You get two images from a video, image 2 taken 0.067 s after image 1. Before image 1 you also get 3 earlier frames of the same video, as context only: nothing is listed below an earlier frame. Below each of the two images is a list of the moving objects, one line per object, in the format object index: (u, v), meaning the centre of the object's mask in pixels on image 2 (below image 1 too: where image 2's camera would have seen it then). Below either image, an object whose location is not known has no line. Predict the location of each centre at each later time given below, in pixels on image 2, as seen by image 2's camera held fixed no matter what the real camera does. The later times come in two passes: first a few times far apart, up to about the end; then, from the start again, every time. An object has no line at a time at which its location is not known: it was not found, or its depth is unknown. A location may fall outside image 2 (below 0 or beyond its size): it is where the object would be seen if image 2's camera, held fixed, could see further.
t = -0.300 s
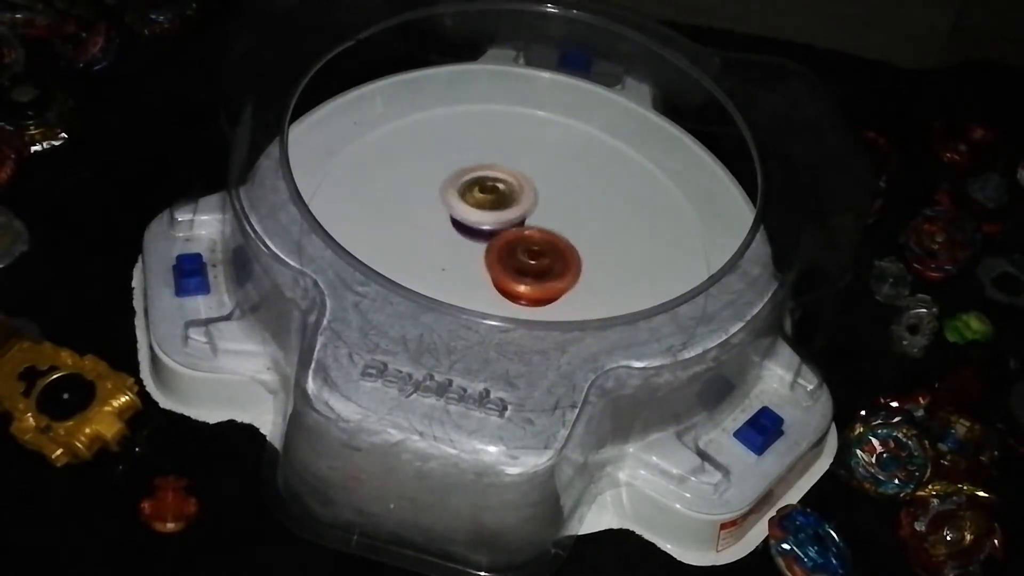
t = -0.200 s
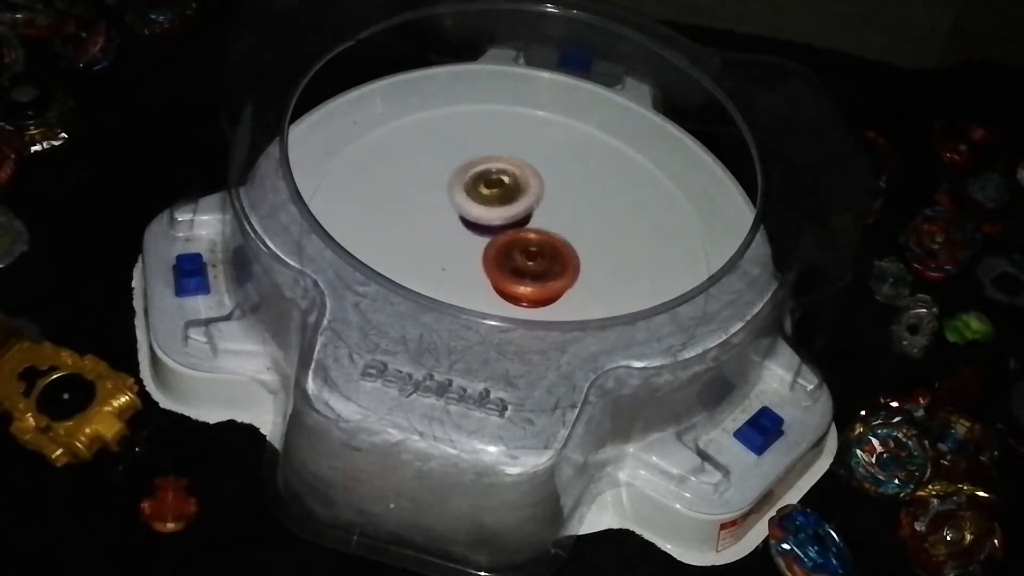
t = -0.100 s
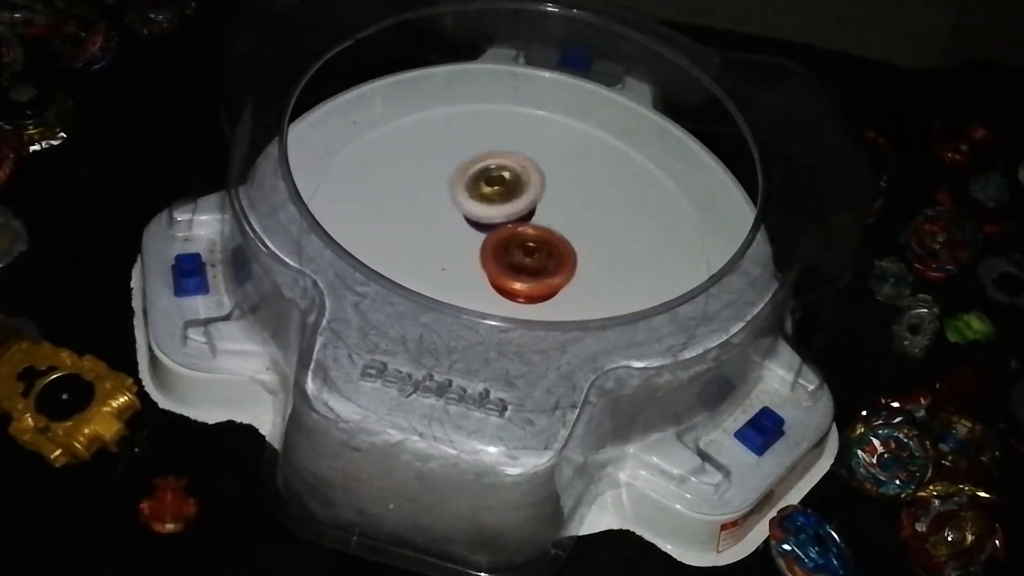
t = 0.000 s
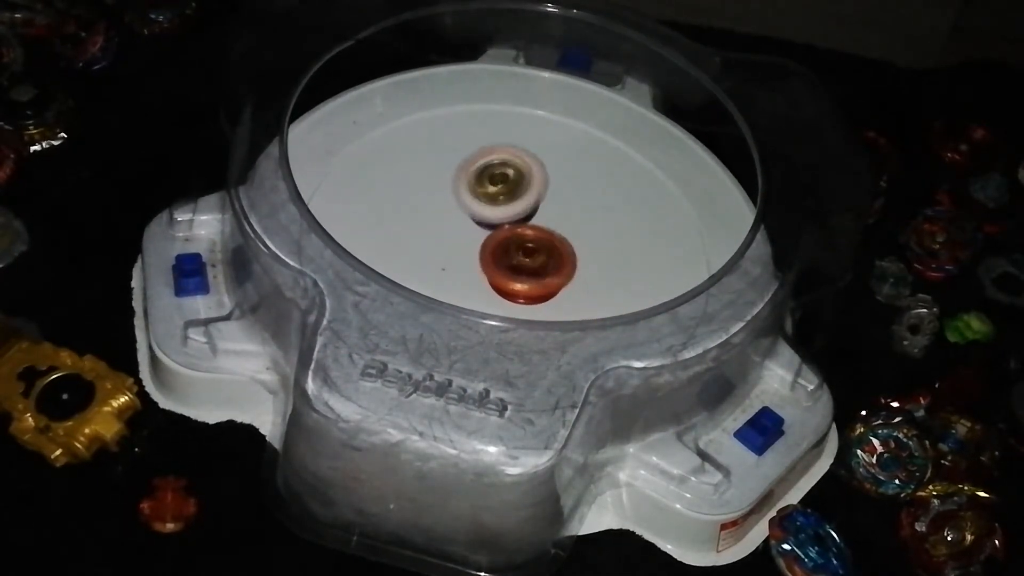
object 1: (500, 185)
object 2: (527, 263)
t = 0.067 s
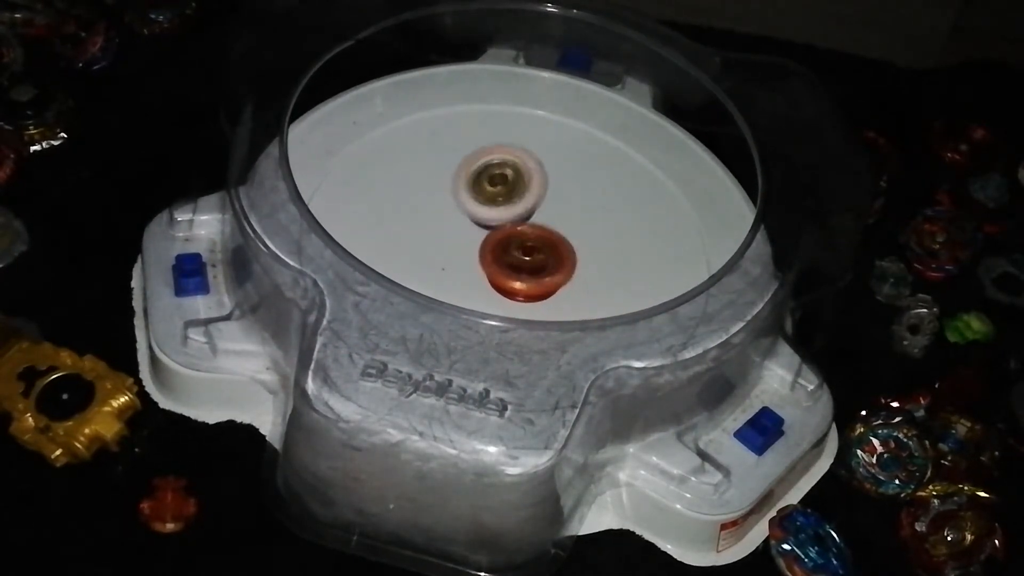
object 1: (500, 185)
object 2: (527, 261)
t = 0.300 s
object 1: (490, 171)
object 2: (534, 288)
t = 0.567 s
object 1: (488, 204)
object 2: (508, 282)
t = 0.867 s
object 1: (497, 206)
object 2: (501, 278)
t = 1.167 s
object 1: (520, 187)
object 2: (497, 277)
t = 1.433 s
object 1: (523, 196)
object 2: (496, 285)
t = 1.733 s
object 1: (546, 199)
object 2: (490, 280)
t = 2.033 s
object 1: (557, 211)
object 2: (493, 274)
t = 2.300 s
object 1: (582, 210)
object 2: (489, 279)
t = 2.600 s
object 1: (588, 230)
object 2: (501, 272)
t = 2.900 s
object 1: (593, 245)
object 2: (499, 256)
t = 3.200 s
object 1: (617, 235)
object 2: (471, 256)
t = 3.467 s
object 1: (596, 258)
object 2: (485, 243)
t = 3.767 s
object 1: (559, 288)
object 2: (483, 222)
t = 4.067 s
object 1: (546, 290)
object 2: (504, 230)
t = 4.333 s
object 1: (508, 311)
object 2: (504, 234)
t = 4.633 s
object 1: (436, 265)
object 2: (515, 229)
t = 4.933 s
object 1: (432, 188)
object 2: (541, 250)
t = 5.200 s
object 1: (475, 173)
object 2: (522, 260)
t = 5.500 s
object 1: (569, 200)
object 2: (483, 263)
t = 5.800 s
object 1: (598, 263)
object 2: (502, 253)
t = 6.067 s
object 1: (575, 295)
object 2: (502, 250)
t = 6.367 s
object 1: (559, 294)
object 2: (506, 242)
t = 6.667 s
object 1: (557, 292)
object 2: (519, 233)
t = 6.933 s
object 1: (539, 288)
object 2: (519, 224)
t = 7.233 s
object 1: (497, 278)
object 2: (512, 213)
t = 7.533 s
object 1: (482, 273)
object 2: (535, 212)
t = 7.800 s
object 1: (481, 266)
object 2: (546, 229)
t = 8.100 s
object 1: (485, 266)
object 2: (545, 228)
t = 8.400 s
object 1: (486, 265)
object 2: (547, 229)
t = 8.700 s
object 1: (485, 265)
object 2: (547, 229)
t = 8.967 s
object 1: (485, 265)
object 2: (547, 229)
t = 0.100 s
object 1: (499, 183)
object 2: (527, 264)
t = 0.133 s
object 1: (496, 175)
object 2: (530, 274)
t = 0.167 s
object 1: (492, 172)
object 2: (532, 280)
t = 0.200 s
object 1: (490, 170)
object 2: (534, 283)
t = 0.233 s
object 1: (489, 169)
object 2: (535, 286)
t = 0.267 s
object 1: (489, 170)
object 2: (535, 287)
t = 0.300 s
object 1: (490, 171)
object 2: (534, 288)
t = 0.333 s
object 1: (492, 174)
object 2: (530, 289)
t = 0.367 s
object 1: (492, 176)
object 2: (527, 289)
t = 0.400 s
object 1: (490, 179)
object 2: (524, 289)
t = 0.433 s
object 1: (490, 182)
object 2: (521, 288)
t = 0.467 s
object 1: (488, 187)
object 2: (518, 287)
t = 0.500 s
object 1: (488, 193)
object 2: (515, 286)
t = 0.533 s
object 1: (488, 199)
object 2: (512, 284)
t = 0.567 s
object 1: (488, 204)
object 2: (508, 282)
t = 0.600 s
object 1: (486, 203)
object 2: (507, 285)
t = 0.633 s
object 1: (486, 199)
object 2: (507, 287)
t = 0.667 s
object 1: (485, 198)
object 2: (506, 288)
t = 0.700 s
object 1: (484, 198)
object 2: (507, 287)
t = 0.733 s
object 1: (486, 198)
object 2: (507, 286)
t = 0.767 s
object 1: (487, 200)
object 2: (505, 285)
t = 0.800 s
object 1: (490, 202)
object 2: (504, 282)
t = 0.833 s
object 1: (495, 204)
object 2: (502, 280)
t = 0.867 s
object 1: (497, 206)
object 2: (501, 278)
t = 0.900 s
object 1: (503, 202)
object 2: (499, 280)
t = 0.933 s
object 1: (506, 200)
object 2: (498, 281)
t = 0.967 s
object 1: (510, 200)
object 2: (499, 280)
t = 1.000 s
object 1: (514, 200)
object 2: (499, 278)
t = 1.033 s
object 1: (516, 200)
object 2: (499, 276)
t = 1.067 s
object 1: (518, 199)
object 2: (499, 274)
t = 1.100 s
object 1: (519, 199)
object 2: (499, 271)
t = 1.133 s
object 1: (519, 197)
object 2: (498, 271)
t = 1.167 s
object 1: (520, 187)
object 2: (497, 277)
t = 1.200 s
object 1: (522, 182)
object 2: (496, 281)
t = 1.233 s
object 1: (523, 179)
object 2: (496, 283)
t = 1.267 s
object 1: (523, 179)
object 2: (497, 285)
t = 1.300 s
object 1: (523, 180)
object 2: (497, 285)
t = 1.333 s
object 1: (523, 183)
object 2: (497, 285)
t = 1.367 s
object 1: (523, 186)
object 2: (497, 285)
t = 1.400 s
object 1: (523, 190)
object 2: (496, 285)
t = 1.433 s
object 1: (523, 196)
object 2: (496, 285)
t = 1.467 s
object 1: (525, 200)
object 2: (495, 284)
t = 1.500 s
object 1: (527, 205)
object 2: (495, 283)
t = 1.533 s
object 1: (531, 207)
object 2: (495, 281)
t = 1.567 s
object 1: (535, 209)
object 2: (495, 280)
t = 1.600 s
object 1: (537, 209)
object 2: (496, 277)
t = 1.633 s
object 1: (539, 208)
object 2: (497, 275)
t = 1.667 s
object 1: (540, 207)
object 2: (497, 274)
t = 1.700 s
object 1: (543, 203)
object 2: (493, 278)
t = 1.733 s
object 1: (546, 199)
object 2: (490, 280)
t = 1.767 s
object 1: (549, 193)
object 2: (490, 281)
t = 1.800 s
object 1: (548, 193)
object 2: (491, 282)
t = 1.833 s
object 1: (548, 193)
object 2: (491, 282)
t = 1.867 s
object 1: (549, 195)
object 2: (491, 281)
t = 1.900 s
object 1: (549, 198)
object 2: (491, 281)
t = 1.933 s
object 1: (552, 201)
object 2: (492, 280)
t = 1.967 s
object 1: (552, 204)
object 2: (492, 278)
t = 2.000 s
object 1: (555, 209)
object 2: (492, 276)
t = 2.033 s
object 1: (557, 211)
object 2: (493, 274)
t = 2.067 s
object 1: (558, 214)
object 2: (494, 273)
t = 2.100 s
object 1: (560, 217)
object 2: (496, 270)
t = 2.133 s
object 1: (561, 220)
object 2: (498, 267)
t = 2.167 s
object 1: (562, 221)
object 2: (499, 266)
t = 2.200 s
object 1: (568, 214)
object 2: (494, 272)
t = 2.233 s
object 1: (574, 210)
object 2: (490, 276)
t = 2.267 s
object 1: (580, 209)
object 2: (488, 278)
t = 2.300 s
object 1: (582, 210)
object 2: (489, 279)
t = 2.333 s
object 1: (583, 212)
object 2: (491, 279)
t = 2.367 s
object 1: (584, 213)
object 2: (492, 279)
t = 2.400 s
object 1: (586, 215)
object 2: (493, 279)
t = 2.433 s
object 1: (586, 216)
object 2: (494, 278)
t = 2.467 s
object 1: (587, 218)
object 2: (495, 277)
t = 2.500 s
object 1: (587, 221)
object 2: (496, 276)
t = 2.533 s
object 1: (589, 224)
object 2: (498, 275)
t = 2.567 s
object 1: (588, 227)
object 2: (499, 274)
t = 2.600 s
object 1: (588, 230)
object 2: (501, 272)
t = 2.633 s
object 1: (588, 234)
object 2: (503, 270)
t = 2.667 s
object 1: (588, 238)
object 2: (505, 269)
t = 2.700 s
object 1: (590, 240)
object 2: (502, 267)
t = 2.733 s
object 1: (594, 243)
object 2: (497, 265)
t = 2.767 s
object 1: (595, 246)
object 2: (494, 263)
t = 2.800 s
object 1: (596, 247)
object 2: (494, 261)
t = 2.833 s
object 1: (595, 247)
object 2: (495, 259)
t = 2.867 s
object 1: (595, 246)
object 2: (497, 258)
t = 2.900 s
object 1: (593, 245)
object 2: (499, 256)
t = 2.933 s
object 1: (593, 244)
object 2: (499, 255)
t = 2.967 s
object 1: (594, 241)
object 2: (498, 254)
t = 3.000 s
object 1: (605, 235)
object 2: (487, 256)
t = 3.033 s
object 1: (613, 233)
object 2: (479, 258)
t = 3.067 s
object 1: (620, 231)
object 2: (475, 258)
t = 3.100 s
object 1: (620, 232)
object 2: (473, 259)
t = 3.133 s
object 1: (618, 232)
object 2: (472, 258)
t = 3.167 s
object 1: (617, 233)
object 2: (471, 258)
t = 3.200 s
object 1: (617, 235)
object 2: (471, 256)
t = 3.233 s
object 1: (616, 236)
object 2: (471, 254)
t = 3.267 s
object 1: (615, 238)
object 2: (472, 252)
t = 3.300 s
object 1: (615, 241)
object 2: (473, 251)
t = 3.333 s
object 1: (612, 242)
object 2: (474, 249)
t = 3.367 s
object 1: (610, 246)
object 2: (476, 247)
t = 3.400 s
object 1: (607, 251)
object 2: (478, 246)
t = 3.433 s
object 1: (601, 255)
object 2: (481, 244)
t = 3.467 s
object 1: (596, 258)
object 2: (485, 243)
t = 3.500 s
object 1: (589, 264)
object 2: (488, 242)
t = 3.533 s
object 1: (580, 268)
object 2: (491, 241)
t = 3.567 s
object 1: (578, 274)
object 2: (487, 235)
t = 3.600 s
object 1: (578, 280)
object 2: (481, 230)
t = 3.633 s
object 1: (573, 284)
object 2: (479, 227)
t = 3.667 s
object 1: (569, 285)
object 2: (479, 225)
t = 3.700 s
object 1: (564, 288)
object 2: (480, 224)
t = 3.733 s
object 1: (562, 288)
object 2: (481, 223)
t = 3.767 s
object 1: (559, 288)
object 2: (483, 222)
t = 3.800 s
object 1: (557, 289)
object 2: (486, 221)
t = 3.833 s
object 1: (556, 290)
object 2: (488, 222)
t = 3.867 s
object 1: (556, 289)
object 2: (491, 222)
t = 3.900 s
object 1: (554, 290)
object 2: (494, 223)
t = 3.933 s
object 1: (552, 290)
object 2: (497, 224)
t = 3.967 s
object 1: (552, 290)
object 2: (499, 226)
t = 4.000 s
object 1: (549, 290)
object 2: (501, 227)
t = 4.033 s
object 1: (548, 291)
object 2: (503, 229)
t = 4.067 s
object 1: (546, 290)
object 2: (504, 230)
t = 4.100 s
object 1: (542, 291)
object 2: (506, 232)
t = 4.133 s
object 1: (540, 290)
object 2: (506, 233)
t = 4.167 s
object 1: (538, 302)
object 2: (505, 234)
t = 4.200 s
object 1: (534, 305)
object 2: (505, 234)
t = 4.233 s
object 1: (528, 305)
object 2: (504, 235)
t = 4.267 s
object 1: (524, 305)
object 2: (503, 236)
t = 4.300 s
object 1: (516, 305)
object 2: (501, 236)
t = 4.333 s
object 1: (508, 311)
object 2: (504, 234)
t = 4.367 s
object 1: (497, 310)
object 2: (505, 231)
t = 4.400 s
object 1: (485, 309)
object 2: (507, 230)
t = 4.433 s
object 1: (477, 305)
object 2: (507, 229)
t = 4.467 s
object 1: (466, 303)
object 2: (508, 228)
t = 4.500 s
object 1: (458, 296)
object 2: (508, 227)
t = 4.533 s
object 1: (453, 292)
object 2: (510, 227)
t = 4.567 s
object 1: (444, 287)
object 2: (512, 228)
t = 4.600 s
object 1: (440, 278)
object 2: (514, 228)
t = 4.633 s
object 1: (436, 265)
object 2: (515, 229)
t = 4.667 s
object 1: (434, 261)
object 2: (516, 230)
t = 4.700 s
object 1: (430, 254)
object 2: (517, 231)
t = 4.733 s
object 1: (429, 243)
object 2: (518, 233)
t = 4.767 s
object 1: (428, 236)
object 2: (520, 236)
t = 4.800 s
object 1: (424, 222)
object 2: (529, 239)
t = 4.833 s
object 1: (423, 213)
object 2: (536, 242)
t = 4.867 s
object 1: (425, 203)
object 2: (540, 245)
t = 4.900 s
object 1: (426, 196)
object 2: (541, 248)
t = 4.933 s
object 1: (432, 188)
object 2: (541, 250)
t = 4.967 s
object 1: (436, 184)
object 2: (542, 252)
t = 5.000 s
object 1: (442, 179)
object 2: (542, 255)
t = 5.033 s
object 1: (445, 176)
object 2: (540, 257)
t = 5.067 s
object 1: (451, 174)
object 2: (537, 259)
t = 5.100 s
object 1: (456, 173)
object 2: (533, 260)
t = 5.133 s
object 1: (461, 173)
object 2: (529, 261)
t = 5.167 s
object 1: (468, 173)
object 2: (526, 261)
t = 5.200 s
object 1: (475, 173)
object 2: (522, 260)
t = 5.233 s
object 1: (484, 176)
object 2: (518, 259)
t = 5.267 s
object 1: (492, 178)
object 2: (514, 256)
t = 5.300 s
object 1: (502, 181)
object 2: (510, 253)
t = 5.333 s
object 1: (514, 184)
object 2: (506, 253)
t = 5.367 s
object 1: (526, 182)
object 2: (498, 258)
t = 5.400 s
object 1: (539, 185)
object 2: (492, 263)
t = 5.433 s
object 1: (549, 189)
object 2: (487, 264)
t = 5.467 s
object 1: (560, 195)
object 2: (485, 264)
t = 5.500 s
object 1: (569, 200)
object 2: (483, 263)
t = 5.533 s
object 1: (578, 206)
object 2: (484, 261)
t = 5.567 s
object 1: (584, 213)
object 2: (486, 260)
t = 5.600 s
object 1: (592, 220)
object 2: (487, 259)
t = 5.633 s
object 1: (596, 227)
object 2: (488, 258)
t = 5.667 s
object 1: (599, 235)
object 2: (488, 255)
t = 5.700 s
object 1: (601, 243)
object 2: (491, 253)
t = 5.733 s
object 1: (601, 250)
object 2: (494, 252)
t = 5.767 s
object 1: (600, 258)
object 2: (498, 252)
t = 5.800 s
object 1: (598, 263)
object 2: (502, 253)
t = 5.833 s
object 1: (595, 269)
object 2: (502, 254)
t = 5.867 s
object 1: (594, 276)
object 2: (498, 252)
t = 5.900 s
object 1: (592, 280)
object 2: (497, 250)
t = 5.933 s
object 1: (588, 283)
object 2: (500, 250)
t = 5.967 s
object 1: (585, 285)
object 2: (503, 250)
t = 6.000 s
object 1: (582, 287)
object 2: (503, 250)
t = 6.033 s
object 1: (578, 289)
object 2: (503, 251)
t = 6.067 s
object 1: (575, 295)
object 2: (502, 250)
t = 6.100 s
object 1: (571, 292)
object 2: (500, 248)
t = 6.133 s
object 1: (567, 292)
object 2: (500, 247)
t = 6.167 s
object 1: (565, 293)
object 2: (501, 245)
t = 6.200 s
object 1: (562, 293)
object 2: (503, 244)
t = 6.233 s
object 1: (559, 294)
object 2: (505, 244)
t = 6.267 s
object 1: (558, 294)
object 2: (506, 243)
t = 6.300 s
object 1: (559, 294)
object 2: (506, 244)
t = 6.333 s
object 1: (559, 295)
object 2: (505, 243)
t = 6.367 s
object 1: (559, 294)
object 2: (506, 242)
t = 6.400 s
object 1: (560, 294)
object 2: (507, 240)
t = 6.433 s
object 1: (559, 294)
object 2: (508, 239)
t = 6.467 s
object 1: (559, 294)
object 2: (510, 237)
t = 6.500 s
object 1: (557, 294)
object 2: (512, 236)
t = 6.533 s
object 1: (555, 293)
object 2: (516, 234)
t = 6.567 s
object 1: (555, 293)
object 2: (519, 235)
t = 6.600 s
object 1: (556, 293)
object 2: (521, 235)
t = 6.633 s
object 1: (558, 293)
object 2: (520, 234)
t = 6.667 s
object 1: (557, 292)
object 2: (519, 233)
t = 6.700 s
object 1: (558, 295)
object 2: (517, 232)
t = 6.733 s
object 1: (557, 294)
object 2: (520, 228)
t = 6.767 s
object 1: (555, 293)
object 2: (521, 227)
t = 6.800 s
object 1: (554, 292)
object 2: (523, 227)
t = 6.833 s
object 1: (551, 291)
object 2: (523, 228)
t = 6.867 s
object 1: (545, 288)
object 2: (522, 227)
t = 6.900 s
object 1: (541, 288)
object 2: (521, 224)
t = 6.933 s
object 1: (539, 288)
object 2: (519, 224)
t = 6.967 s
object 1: (536, 288)
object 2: (519, 221)
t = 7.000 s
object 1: (533, 286)
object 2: (519, 217)
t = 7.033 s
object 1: (531, 285)
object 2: (518, 215)
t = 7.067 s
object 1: (528, 283)
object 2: (517, 214)
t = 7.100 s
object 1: (524, 281)
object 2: (515, 213)
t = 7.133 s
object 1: (518, 280)
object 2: (512, 214)
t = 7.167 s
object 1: (507, 279)
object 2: (508, 214)
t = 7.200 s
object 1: (501, 278)
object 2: (509, 213)
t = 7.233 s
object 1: (497, 278)
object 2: (512, 213)
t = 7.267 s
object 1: (491, 277)
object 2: (514, 214)
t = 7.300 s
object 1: (486, 278)
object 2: (517, 217)
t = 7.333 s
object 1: (485, 270)
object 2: (520, 217)
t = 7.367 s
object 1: (483, 270)
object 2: (526, 216)
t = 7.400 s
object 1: (479, 273)
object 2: (532, 211)
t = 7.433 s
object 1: (478, 274)
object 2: (534, 209)
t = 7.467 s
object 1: (479, 273)
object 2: (534, 209)
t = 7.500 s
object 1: (479, 274)
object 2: (535, 210)
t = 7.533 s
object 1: (482, 273)
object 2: (535, 212)
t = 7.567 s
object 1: (482, 269)
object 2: (535, 213)
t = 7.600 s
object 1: (481, 268)
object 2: (538, 213)
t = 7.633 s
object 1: (483, 267)
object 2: (543, 216)
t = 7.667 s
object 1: (486, 267)
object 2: (548, 220)
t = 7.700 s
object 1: (484, 269)
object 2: (550, 225)
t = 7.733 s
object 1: (484, 268)
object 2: (549, 228)
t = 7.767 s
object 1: (482, 267)
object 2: (547, 229)
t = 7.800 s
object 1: (481, 266)
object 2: (546, 229)
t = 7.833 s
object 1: (480, 266)
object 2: (545, 229)
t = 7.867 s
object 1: (480, 265)
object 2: (545, 229)
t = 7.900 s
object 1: (480, 264)
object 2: (544, 229)
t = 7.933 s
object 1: (480, 265)
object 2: (544, 228)
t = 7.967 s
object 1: (481, 265)
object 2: (544, 228)
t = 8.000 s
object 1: (482, 266)
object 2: (544, 228)
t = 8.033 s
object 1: (484, 266)
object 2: (544, 228)
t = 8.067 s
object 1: (485, 267)
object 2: (545, 228)
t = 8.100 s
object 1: (485, 266)
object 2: (545, 228)
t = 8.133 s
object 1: (485, 266)
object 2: (545, 228)
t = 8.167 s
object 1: (486, 266)
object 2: (546, 228)
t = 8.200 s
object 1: (486, 266)
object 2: (546, 228)
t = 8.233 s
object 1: (486, 265)
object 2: (547, 229)
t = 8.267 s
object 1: (486, 265)
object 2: (547, 229)
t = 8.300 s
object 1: (485, 265)
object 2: (547, 229)
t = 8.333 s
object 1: (485, 265)
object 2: (547, 229)
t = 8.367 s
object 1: (486, 265)
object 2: (547, 229)
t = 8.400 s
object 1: (486, 265)
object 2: (547, 229)
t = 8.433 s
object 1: (486, 265)
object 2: (547, 229)
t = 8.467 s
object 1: (486, 265)
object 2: (547, 229)
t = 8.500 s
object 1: (485, 265)
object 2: (547, 229)
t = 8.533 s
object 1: (485, 265)
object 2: (547, 229)
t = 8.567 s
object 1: (485, 265)
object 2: (547, 229)
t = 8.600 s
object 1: (485, 265)
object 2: (547, 229)
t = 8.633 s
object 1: (485, 265)
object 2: (547, 229)
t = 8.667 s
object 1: (485, 265)
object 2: (547, 229)
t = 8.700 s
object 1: (485, 265)
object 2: (547, 229)
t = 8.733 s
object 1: (485, 265)
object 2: (547, 229)
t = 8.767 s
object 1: (485, 265)
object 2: (547, 229)
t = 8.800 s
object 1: (485, 265)
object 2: (547, 229)
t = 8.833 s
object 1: (485, 265)
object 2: (547, 229)
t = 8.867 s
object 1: (485, 265)
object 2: (547, 229)
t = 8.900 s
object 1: (485, 265)
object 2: (547, 229)
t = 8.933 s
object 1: (485, 265)
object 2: (547, 229)
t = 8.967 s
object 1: (485, 265)
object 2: (547, 229)
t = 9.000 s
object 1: (485, 265)
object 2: (547, 229)
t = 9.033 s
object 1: (485, 265)
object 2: (547, 229)
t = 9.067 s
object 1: (485, 265)
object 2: (547, 229)
